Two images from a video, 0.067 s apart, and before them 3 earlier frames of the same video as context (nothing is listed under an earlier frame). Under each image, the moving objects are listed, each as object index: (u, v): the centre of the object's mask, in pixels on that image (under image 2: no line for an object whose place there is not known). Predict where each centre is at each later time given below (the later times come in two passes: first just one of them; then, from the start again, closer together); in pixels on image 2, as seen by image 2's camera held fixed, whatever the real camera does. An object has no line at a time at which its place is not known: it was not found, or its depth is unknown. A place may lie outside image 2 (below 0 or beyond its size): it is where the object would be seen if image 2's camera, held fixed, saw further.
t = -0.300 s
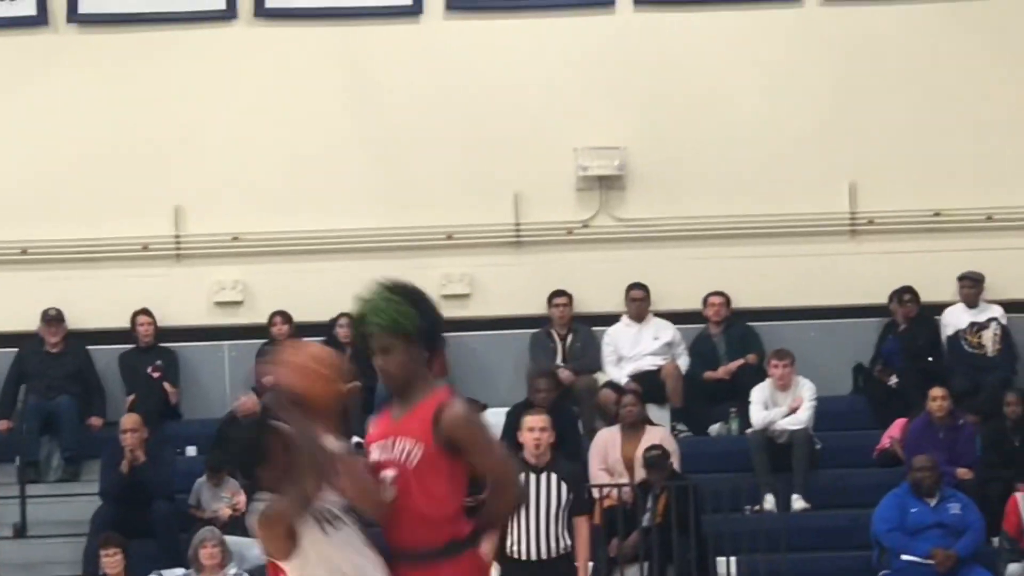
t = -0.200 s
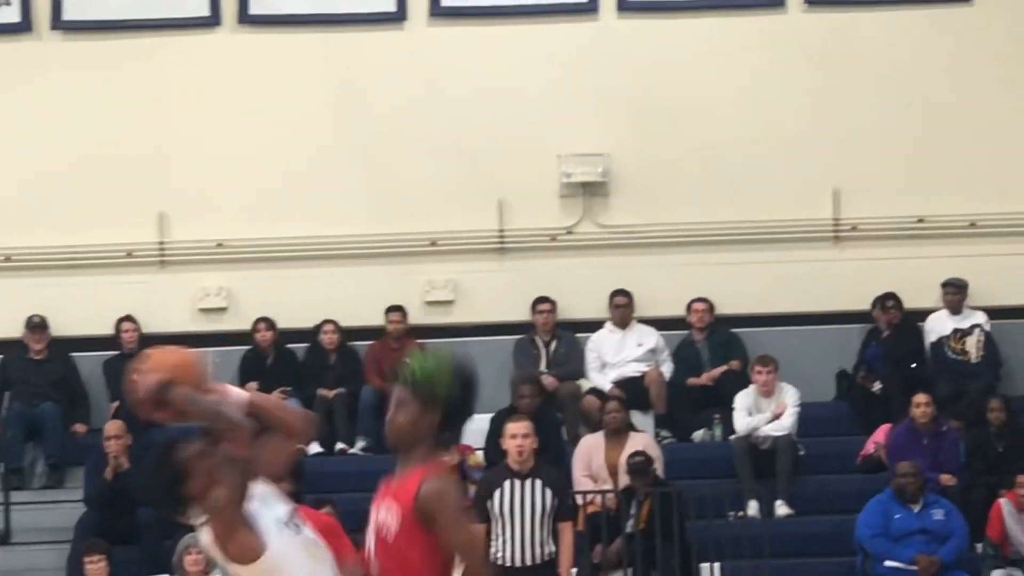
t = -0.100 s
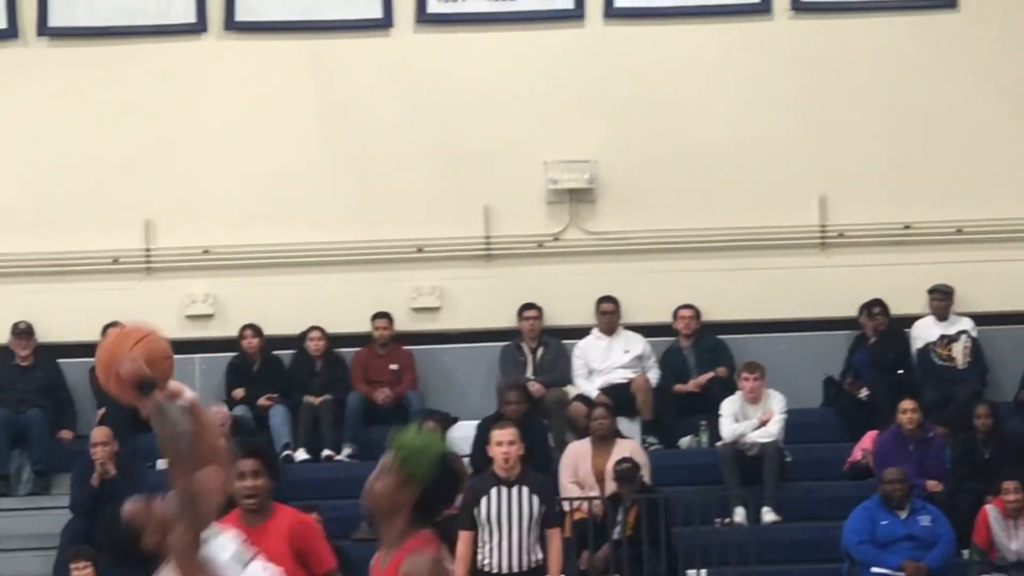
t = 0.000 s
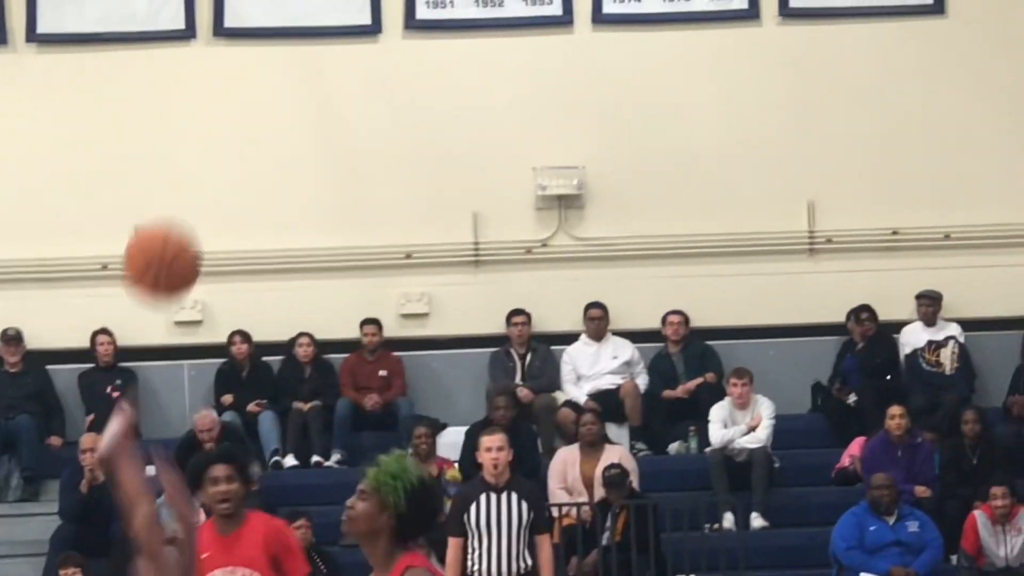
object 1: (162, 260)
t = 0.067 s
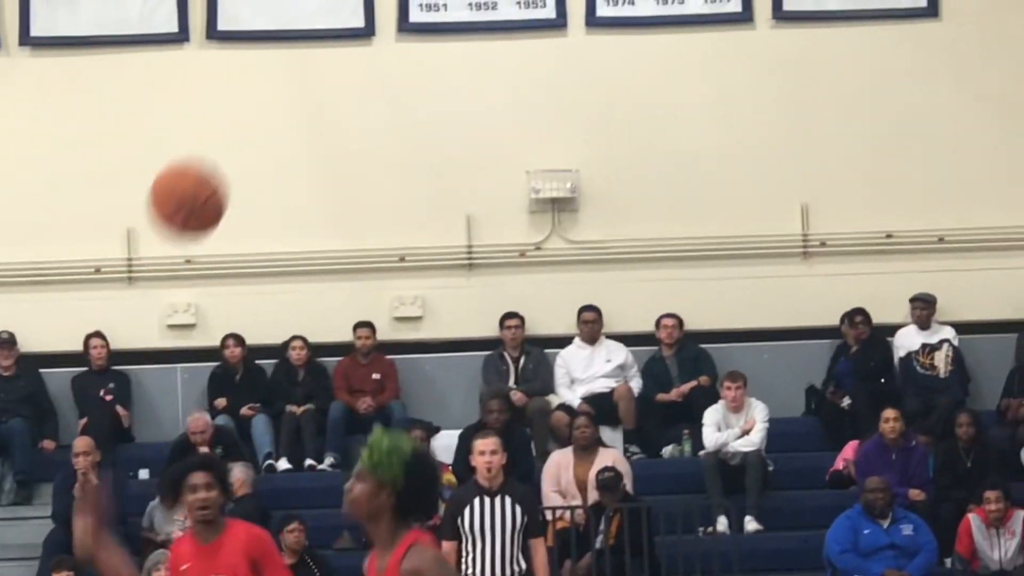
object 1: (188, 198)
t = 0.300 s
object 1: (304, 82)
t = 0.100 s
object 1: (207, 169)
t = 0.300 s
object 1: (304, 82)
